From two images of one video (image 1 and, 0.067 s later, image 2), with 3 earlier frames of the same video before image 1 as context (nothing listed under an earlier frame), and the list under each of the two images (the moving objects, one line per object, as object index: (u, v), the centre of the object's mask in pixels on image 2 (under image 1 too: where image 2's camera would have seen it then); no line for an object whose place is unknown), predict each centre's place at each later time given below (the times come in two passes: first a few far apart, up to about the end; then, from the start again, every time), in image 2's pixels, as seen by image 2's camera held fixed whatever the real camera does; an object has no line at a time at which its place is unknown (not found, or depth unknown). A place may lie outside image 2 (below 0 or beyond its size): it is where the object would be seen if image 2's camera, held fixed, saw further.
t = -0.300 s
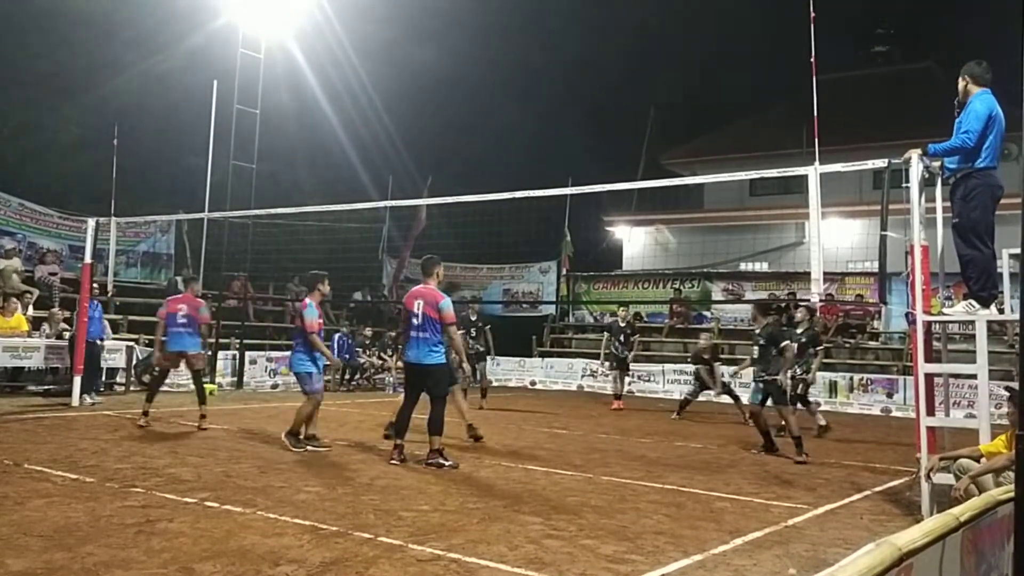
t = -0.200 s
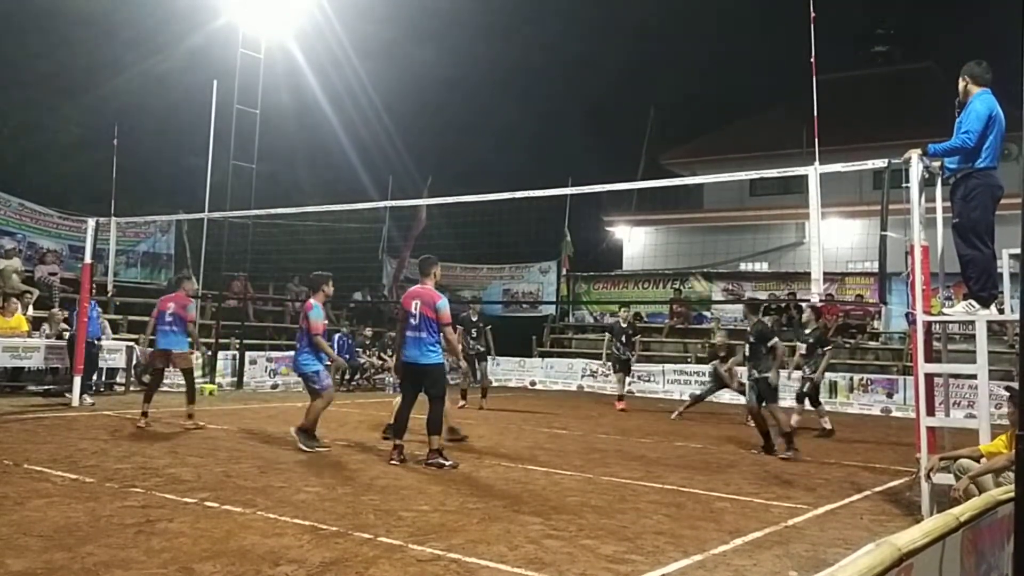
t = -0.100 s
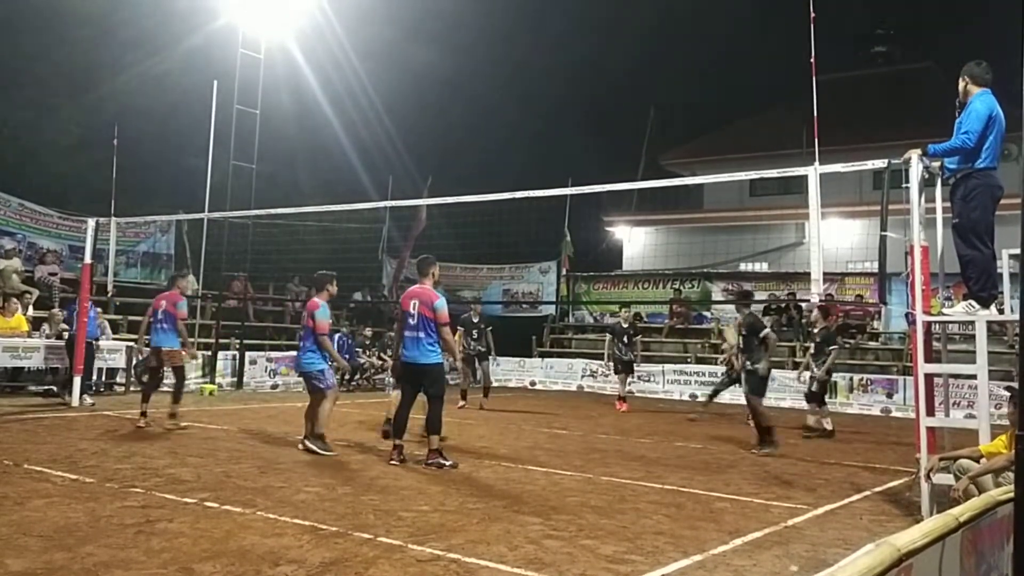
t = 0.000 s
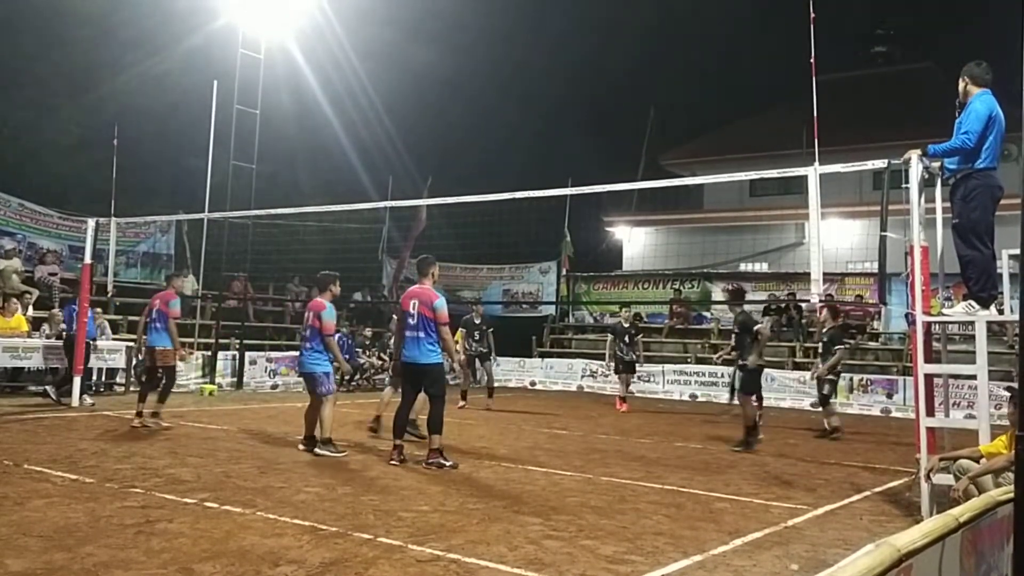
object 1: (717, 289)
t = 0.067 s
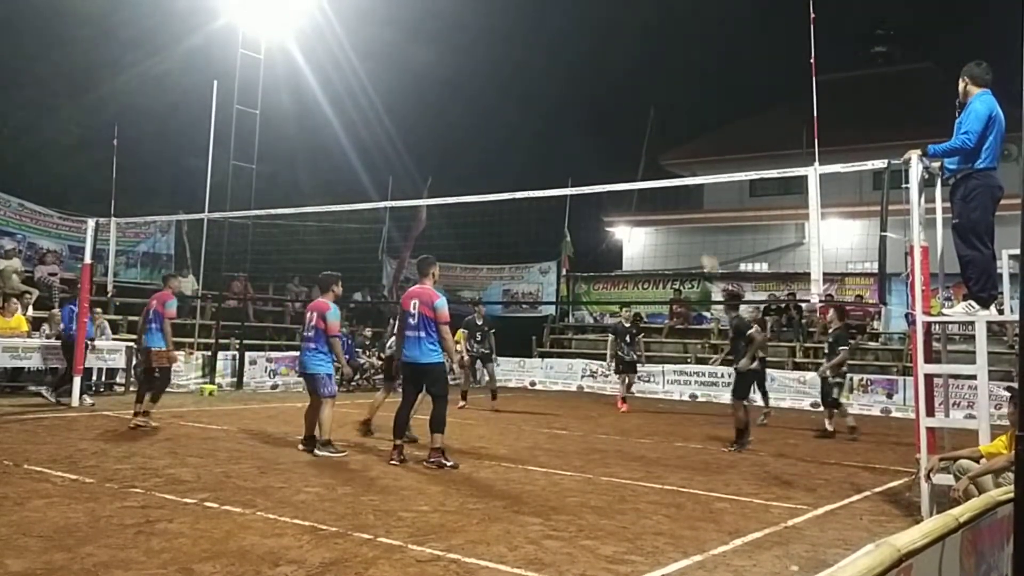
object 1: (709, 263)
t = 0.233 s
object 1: (680, 192)
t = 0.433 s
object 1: (641, 124)
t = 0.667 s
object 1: (591, 81)
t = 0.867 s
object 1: (543, 77)
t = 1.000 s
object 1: (509, 91)
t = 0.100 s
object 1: (705, 248)
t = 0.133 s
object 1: (699, 232)
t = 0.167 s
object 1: (692, 217)
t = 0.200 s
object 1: (686, 203)
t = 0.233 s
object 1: (680, 192)
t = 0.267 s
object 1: (672, 173)
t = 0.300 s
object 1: (667, 164)
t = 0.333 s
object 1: (660, 153)
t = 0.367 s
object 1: (654, 143)
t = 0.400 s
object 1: (647, 133)
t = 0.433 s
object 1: (641, 124)
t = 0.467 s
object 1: (633, 115)
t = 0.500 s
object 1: (626, 107)
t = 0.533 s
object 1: (620, 101)
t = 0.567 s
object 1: (613, 95)
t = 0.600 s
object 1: (605, 89)
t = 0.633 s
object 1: (598, 84)
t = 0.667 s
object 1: (591, 81)
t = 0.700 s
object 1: (583, 78)
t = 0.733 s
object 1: (575, 75)
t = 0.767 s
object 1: (567, 74)
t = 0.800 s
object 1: (560, 74)
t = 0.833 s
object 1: (552, 75)
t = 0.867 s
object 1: (543, 77)
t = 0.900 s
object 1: (535, 79)
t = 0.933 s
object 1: (527, 82)
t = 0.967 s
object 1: (518, 86)
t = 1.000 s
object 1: (509, 91)
